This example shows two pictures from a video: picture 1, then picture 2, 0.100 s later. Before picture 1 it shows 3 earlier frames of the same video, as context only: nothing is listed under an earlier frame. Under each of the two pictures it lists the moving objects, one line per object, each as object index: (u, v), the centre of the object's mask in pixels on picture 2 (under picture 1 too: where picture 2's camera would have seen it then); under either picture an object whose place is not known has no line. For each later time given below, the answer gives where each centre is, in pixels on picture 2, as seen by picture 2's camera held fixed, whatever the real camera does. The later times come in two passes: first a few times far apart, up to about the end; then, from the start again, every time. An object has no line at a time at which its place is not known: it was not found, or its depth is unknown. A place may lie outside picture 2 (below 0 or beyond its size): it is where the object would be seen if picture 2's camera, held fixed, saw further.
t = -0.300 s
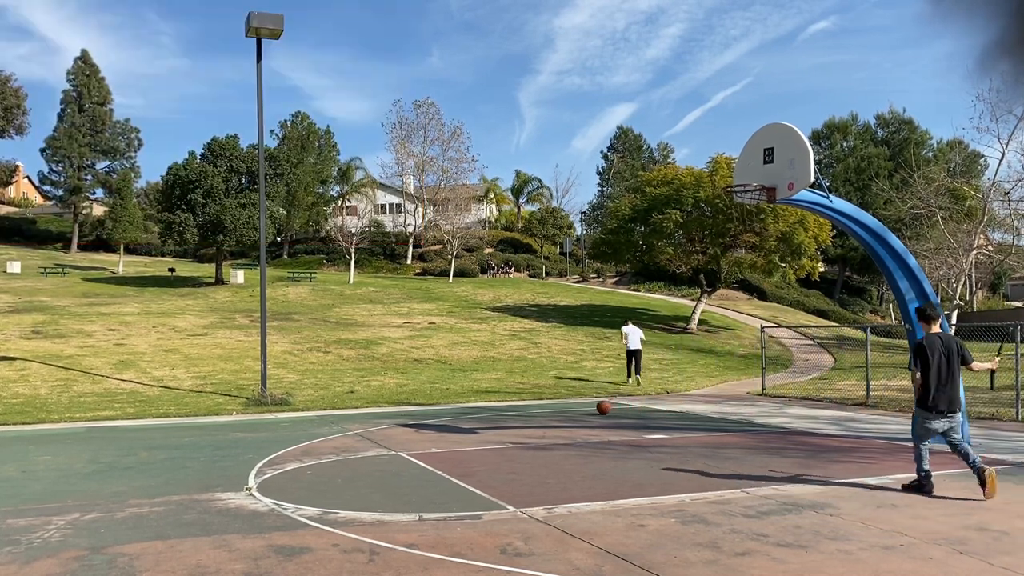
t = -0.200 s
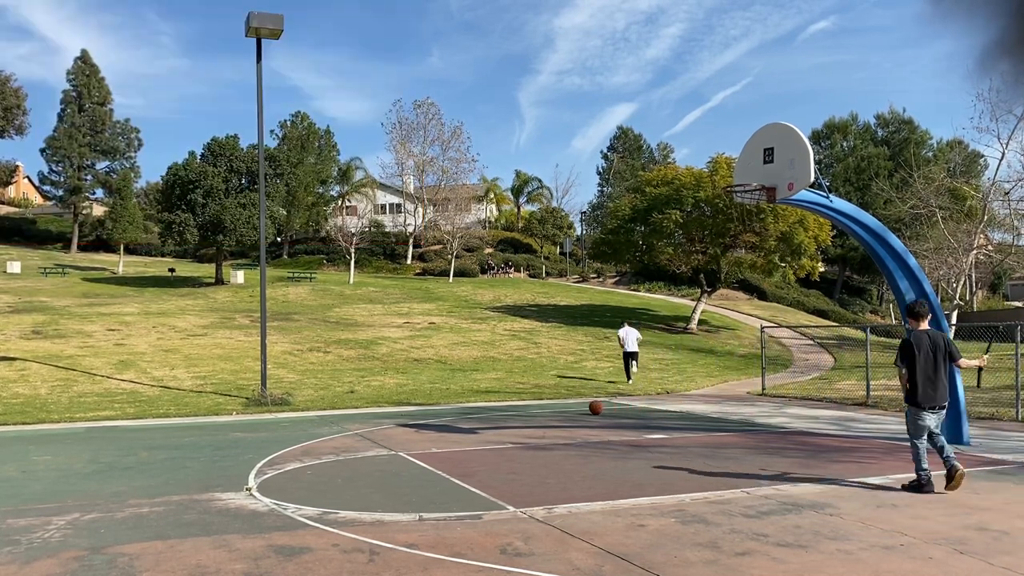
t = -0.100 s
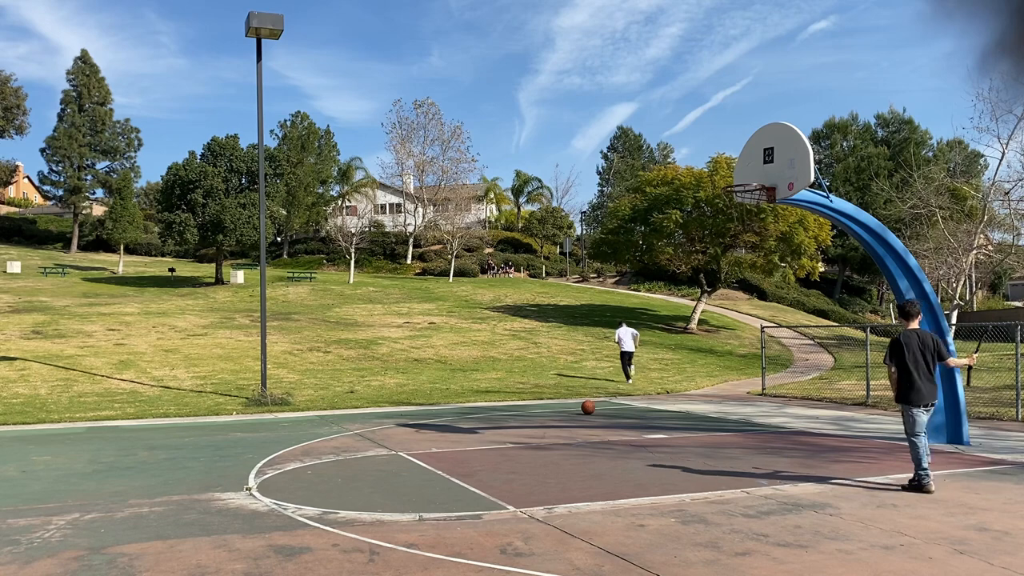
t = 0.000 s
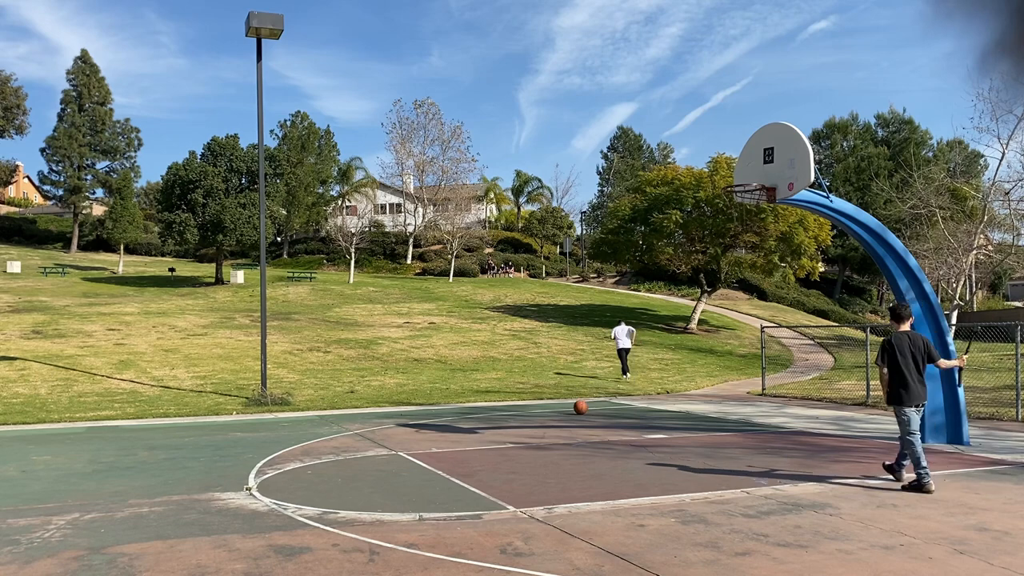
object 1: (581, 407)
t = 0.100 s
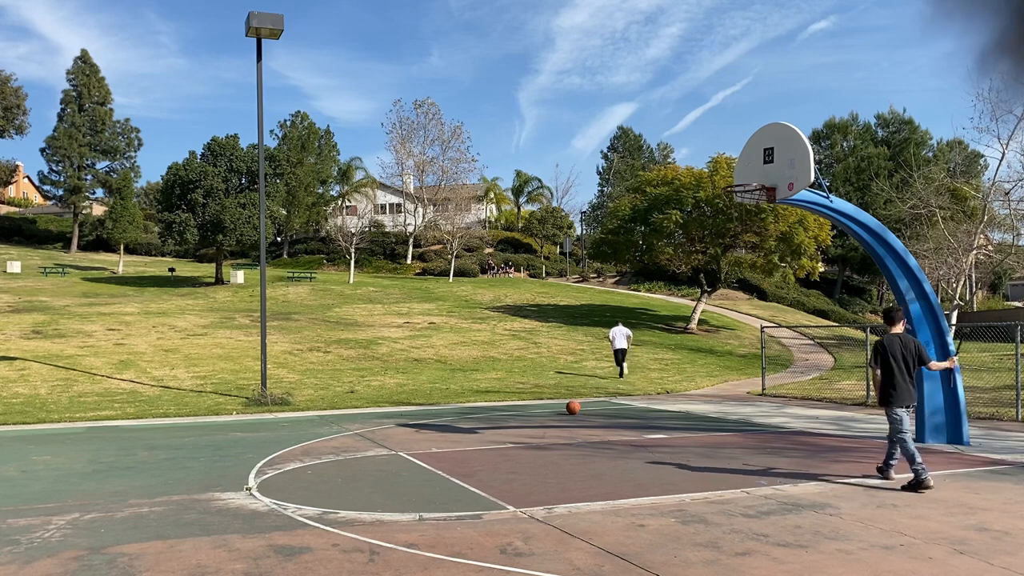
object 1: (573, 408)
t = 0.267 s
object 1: (561, 408)
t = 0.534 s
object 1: (542, 407)
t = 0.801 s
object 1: (523, 408)
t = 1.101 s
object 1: (504, 408)
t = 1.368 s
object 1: (486, 408)
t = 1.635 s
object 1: (471, 408)
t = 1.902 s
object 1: (455, 409)
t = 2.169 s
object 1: (439, 409)
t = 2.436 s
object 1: (425, 409)
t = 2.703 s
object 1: (411, 410)
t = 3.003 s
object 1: (396, 410)
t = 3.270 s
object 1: (383, 410)
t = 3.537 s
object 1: (372, 411)
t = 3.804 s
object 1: (360, 411)
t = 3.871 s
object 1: (357, 411)
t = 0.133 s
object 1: (570, 407)
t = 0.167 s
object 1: (568, 408)
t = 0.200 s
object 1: (566, 408)
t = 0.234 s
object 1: (563, 408)
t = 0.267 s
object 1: (561, 408)
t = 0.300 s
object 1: (558, 408)
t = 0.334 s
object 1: (556, 407)
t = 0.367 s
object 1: (554, 408)
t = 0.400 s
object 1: (551, 407)
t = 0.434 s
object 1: (549, 408)
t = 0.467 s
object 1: (546, 407)
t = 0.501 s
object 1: (544, 407)
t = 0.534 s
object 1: (542, 407)
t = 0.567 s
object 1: (539, 407)
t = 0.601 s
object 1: (537, 407)
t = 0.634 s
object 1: (535, 408)
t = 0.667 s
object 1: (533, 407)
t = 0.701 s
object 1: (530, 408)
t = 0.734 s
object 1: (528, 408)
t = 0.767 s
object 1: (525, 408)
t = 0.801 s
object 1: (523, 408)
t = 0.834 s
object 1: (521, 408)
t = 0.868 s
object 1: (519, 408)
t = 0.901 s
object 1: (517, 408)
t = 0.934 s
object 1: (514, 408)
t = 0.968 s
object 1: (512, 408)
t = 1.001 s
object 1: (510, 408)
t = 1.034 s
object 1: (508, 408)
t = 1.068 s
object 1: (505, 408)
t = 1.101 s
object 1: (504, 408)
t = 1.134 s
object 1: (501, 408)
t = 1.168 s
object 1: (499, 408)
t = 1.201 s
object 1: (497, 408)
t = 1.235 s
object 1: (495, 408)
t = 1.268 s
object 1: (492, 408)
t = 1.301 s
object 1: (491, 408)
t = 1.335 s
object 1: (489, 408)
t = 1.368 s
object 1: (486, 408)
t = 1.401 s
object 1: (484, 408)
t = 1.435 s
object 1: (482, 408)
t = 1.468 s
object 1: (480, 408)
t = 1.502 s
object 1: (478, 408)
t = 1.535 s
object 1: (476, 408)
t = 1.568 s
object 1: (475, 409)
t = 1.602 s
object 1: (472, 409)
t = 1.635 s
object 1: (471, 408)
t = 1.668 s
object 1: (468, 408)
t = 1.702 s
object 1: (467, 408)
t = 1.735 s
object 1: (465, 408)
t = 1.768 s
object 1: (462, 409)
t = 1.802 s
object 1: (460, 409)
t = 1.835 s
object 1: (458, 409)
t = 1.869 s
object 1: (456, 409)
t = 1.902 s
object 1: (455, 409)
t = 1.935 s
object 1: (452, 409)
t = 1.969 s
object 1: (450, 409)
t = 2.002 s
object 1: (448, 409)
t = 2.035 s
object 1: (447, 409)
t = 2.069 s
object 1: (445, 409)
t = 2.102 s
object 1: (442, 409)
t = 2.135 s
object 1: (441, 409)
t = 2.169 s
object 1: (439, 409)
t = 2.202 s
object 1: (438, 409)
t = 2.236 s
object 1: (435, 409)
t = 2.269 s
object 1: (434, 409)
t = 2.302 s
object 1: (431, 409)
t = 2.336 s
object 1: (430, 410)
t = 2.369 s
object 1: (428, 410)
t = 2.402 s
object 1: (427, 410)
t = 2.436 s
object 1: (425, 409)
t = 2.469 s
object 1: (423, 410)
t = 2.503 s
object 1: (422, 410)
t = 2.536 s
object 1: (419, 410)
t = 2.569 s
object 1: (418, 409)
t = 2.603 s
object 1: (416, 410)
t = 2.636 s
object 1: (415, 410)
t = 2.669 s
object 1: (412, 410)
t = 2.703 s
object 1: (411, 410)
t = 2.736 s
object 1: (409, 409)
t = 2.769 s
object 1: (407, 410)
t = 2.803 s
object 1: (406, 410)
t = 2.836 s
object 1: (404, 410)
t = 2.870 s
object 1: (402, 410)
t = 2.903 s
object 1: (401, 410)
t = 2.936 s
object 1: (399, 410)
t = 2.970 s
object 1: (397, 410)
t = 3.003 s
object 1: (396, 410)
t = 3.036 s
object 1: (394, 410)
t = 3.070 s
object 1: (393, 410)
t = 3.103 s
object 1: (390, 410)
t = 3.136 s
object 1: (390, 410)
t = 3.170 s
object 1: (388, 410)
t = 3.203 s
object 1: (387, 410)
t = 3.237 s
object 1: (385, 411)
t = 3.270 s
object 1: (383, 410)
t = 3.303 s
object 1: (382, 411)
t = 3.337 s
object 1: (380, 410)
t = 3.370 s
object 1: (379, 411)
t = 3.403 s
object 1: (377, 411)
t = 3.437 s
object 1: (376, 411)
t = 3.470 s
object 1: (374, 411)
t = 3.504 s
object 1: (373, 411)
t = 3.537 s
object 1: (372, 411)
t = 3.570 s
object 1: (370, 411)
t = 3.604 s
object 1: (369, 411)
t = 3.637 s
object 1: (367, 411)
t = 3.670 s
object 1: (366, 411)
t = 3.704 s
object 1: (364, 411)
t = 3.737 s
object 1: (363, 411)
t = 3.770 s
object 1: (361, 411)
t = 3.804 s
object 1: (360, 411)
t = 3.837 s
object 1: (359, 411)
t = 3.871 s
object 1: (357, 411)
